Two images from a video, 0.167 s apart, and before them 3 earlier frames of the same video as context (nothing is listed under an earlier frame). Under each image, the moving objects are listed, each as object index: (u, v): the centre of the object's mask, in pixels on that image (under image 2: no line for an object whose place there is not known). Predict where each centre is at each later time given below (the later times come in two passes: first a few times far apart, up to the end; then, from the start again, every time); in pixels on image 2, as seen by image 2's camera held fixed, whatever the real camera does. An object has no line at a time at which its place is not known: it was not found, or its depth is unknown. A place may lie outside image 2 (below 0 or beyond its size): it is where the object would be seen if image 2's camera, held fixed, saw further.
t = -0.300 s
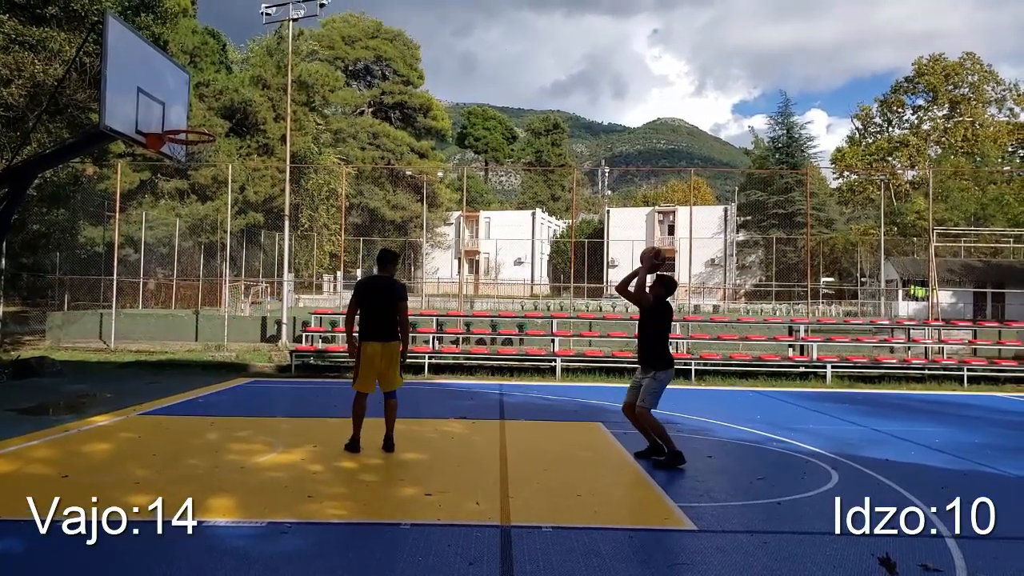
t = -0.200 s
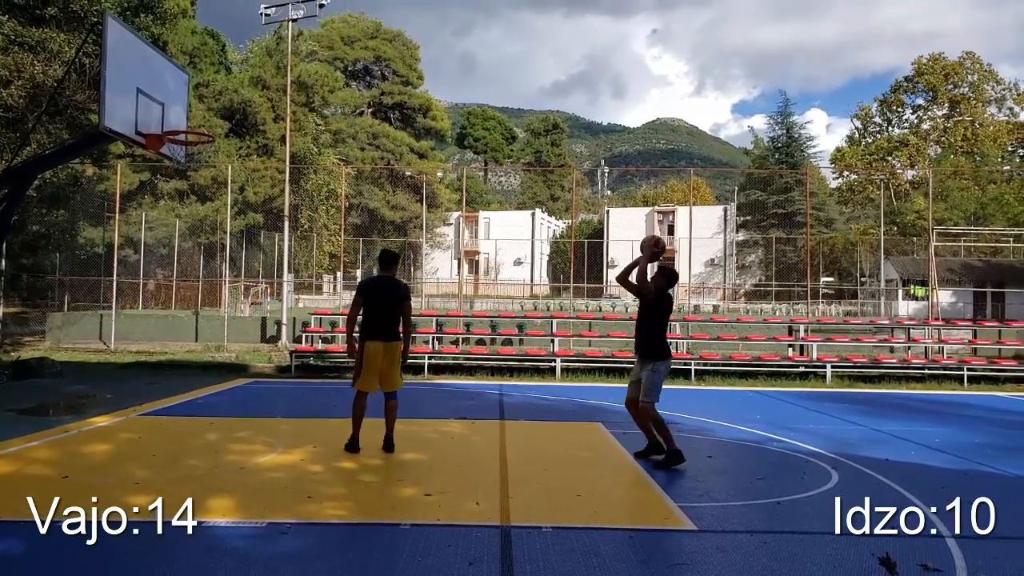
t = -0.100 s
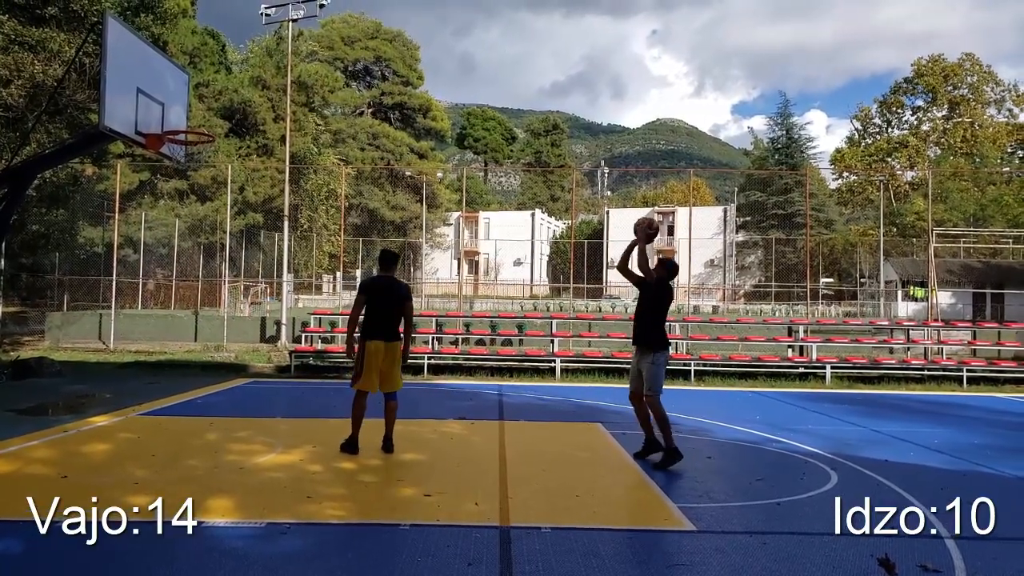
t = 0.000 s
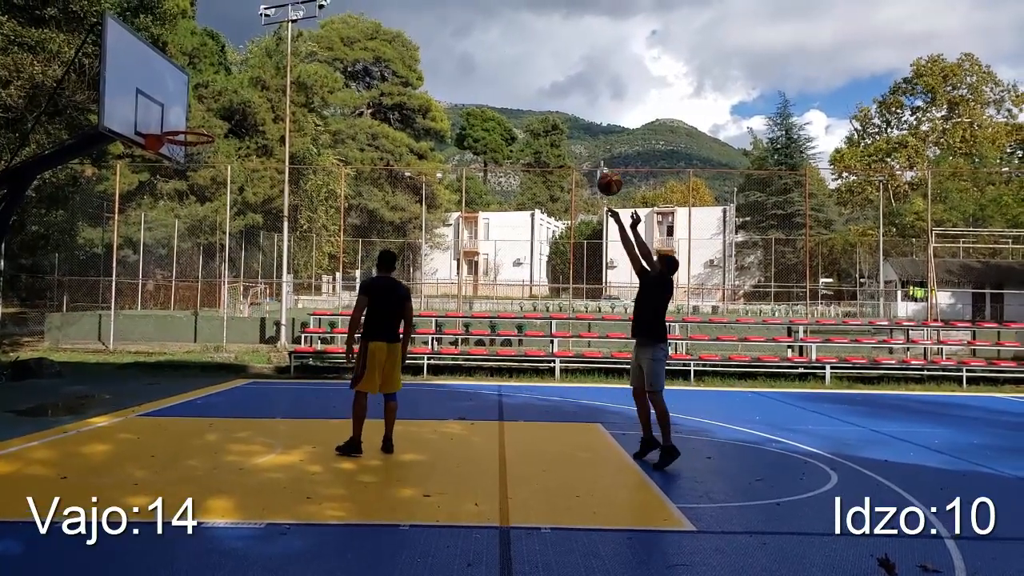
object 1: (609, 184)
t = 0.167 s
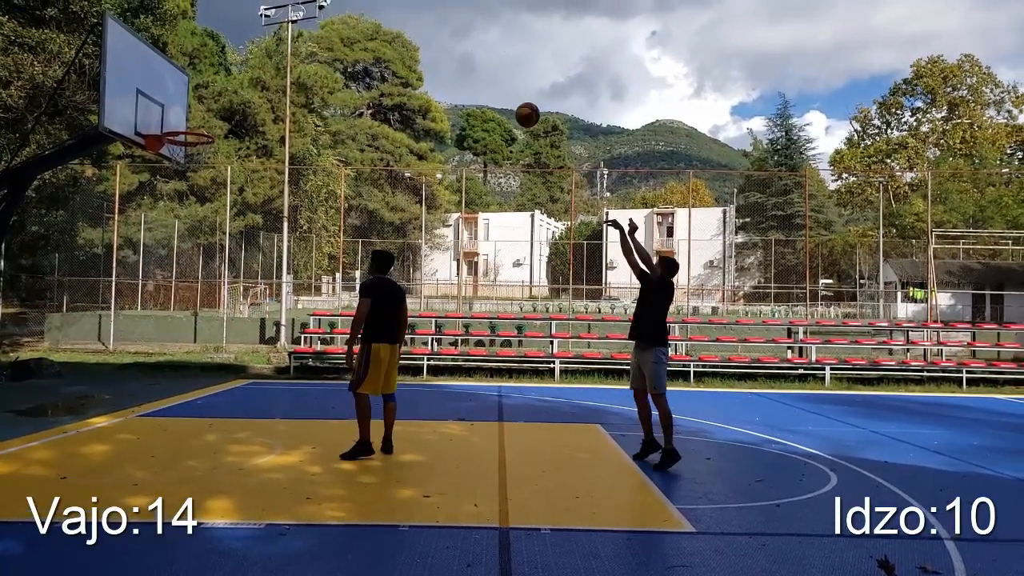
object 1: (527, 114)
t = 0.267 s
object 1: (479, 87)
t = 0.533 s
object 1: (352, 66)
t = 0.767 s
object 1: (243, 104)
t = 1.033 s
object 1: (172, 150)
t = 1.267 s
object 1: (200, 178)
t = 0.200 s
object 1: (511, 104)
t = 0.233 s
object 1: (495, 95)
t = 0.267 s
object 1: (479, 87)
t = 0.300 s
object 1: (463, 80)
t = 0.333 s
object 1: (447, 75)
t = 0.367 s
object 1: (431, 70)
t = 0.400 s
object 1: (415, 67)
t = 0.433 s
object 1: (399, 65)
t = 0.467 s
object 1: (383, 64)
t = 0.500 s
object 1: (367, 64)
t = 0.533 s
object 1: (352, 66)
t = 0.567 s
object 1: (336, 67)
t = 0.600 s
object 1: (320, 71)
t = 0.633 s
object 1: (305, 75)
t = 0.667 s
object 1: (290, 81)
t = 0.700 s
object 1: (273, 87)
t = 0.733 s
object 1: (259, 94)
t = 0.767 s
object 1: (243, 104)
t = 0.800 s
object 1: (229, 113)
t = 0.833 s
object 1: (214, 124)
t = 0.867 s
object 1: (200, 134)
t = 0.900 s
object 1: (186, 143)
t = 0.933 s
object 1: (177, 146)
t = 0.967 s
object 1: (173, 150)
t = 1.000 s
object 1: (172, 151)
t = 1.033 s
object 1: (172, 150)
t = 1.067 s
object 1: (174, 151)
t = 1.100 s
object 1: (178, 152)
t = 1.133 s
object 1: (185, 155)
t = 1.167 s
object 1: (188, 159)
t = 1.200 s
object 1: (193, 165)
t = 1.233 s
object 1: (197, 170)
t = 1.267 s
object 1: (200, 178)
